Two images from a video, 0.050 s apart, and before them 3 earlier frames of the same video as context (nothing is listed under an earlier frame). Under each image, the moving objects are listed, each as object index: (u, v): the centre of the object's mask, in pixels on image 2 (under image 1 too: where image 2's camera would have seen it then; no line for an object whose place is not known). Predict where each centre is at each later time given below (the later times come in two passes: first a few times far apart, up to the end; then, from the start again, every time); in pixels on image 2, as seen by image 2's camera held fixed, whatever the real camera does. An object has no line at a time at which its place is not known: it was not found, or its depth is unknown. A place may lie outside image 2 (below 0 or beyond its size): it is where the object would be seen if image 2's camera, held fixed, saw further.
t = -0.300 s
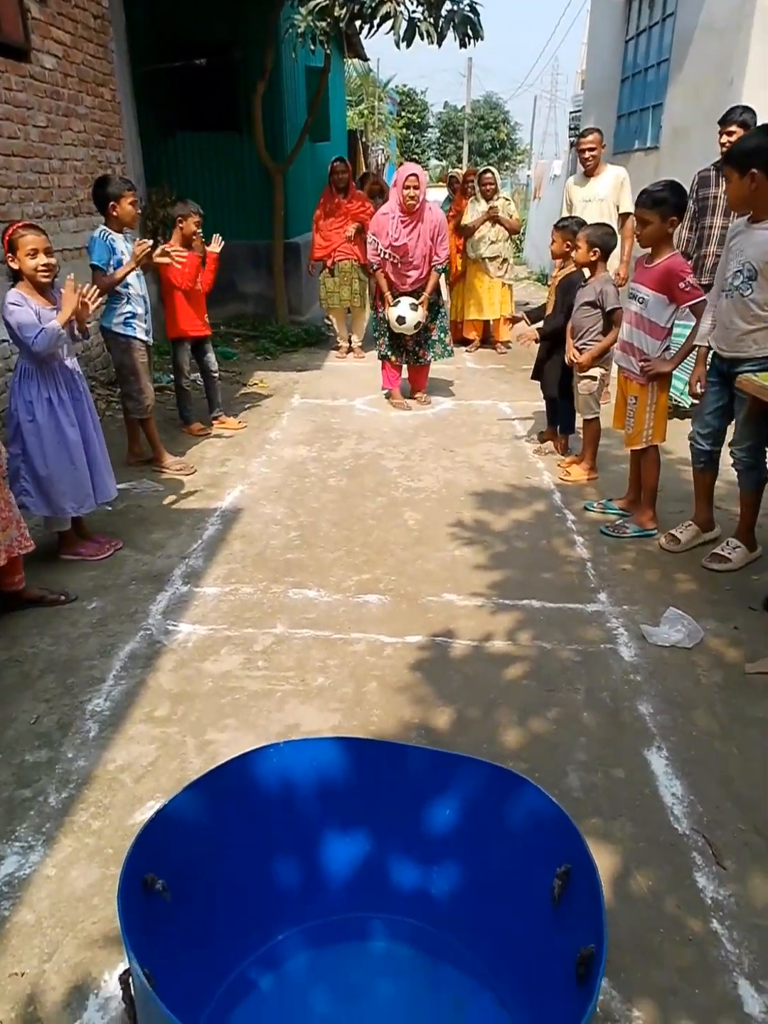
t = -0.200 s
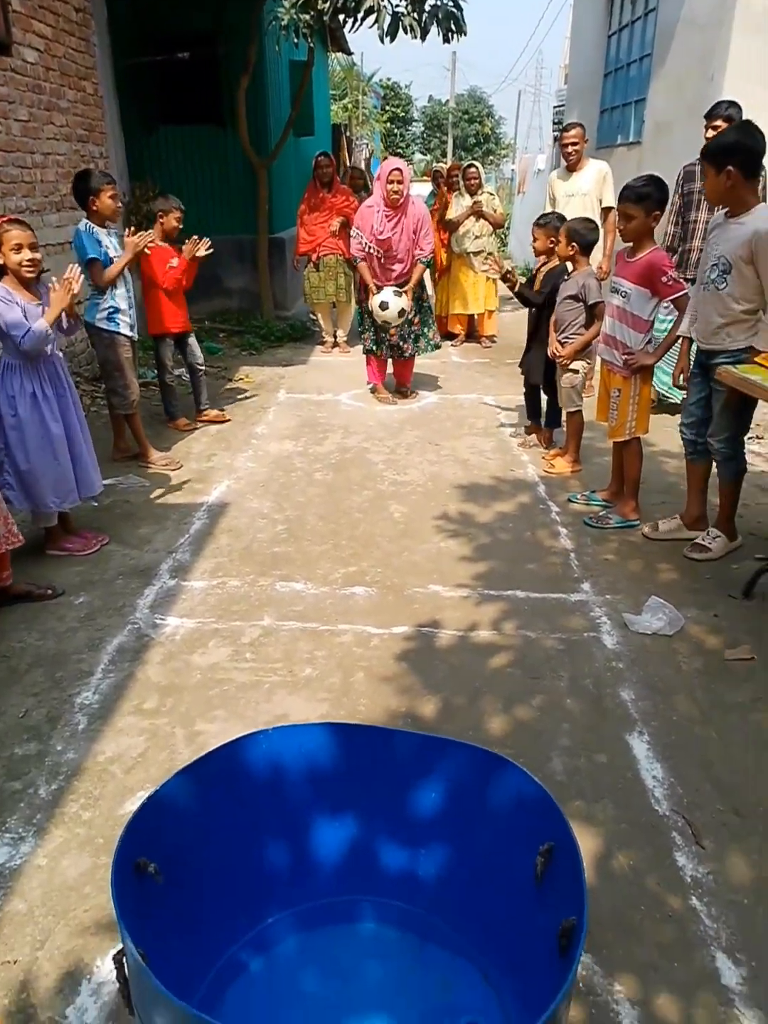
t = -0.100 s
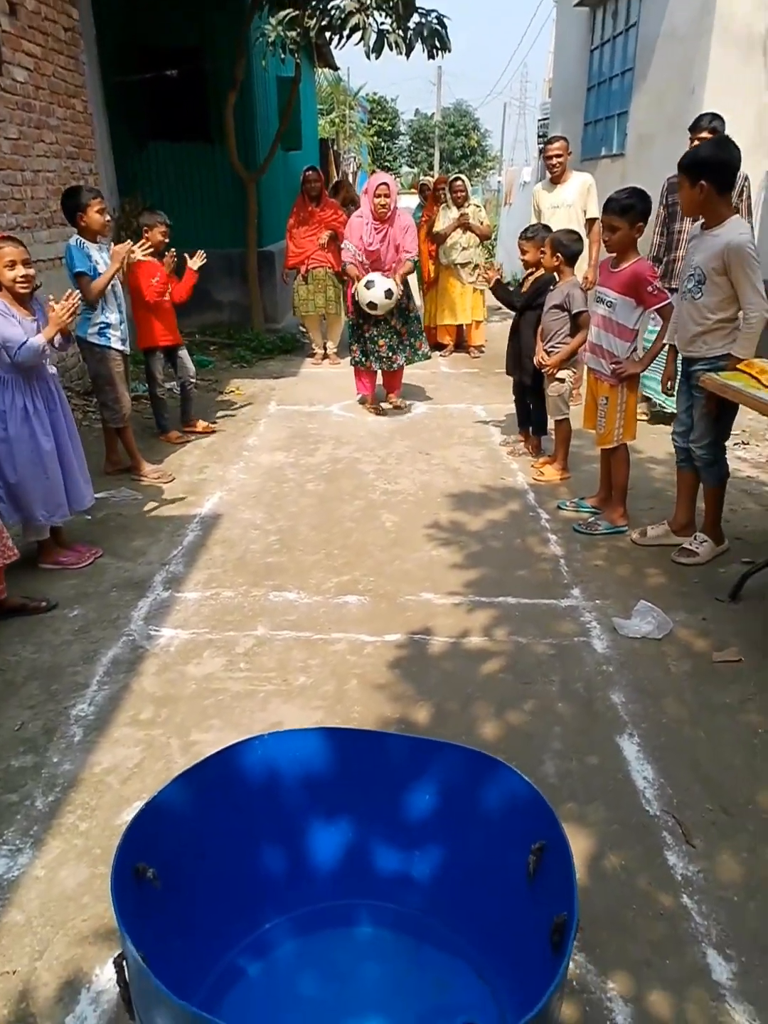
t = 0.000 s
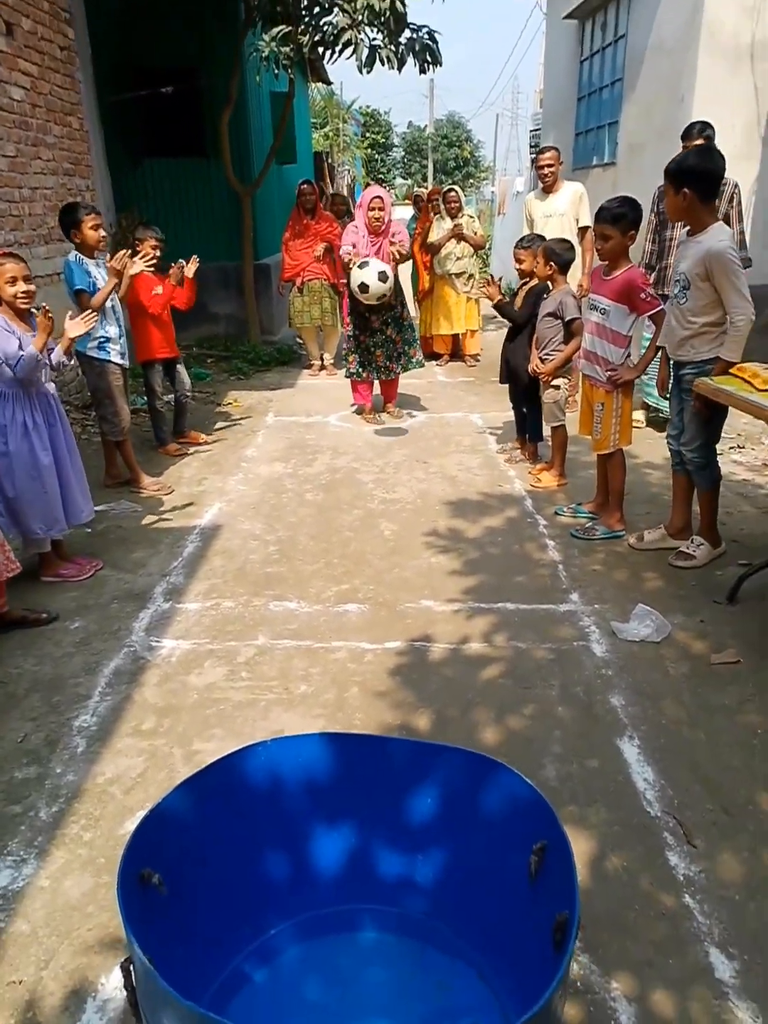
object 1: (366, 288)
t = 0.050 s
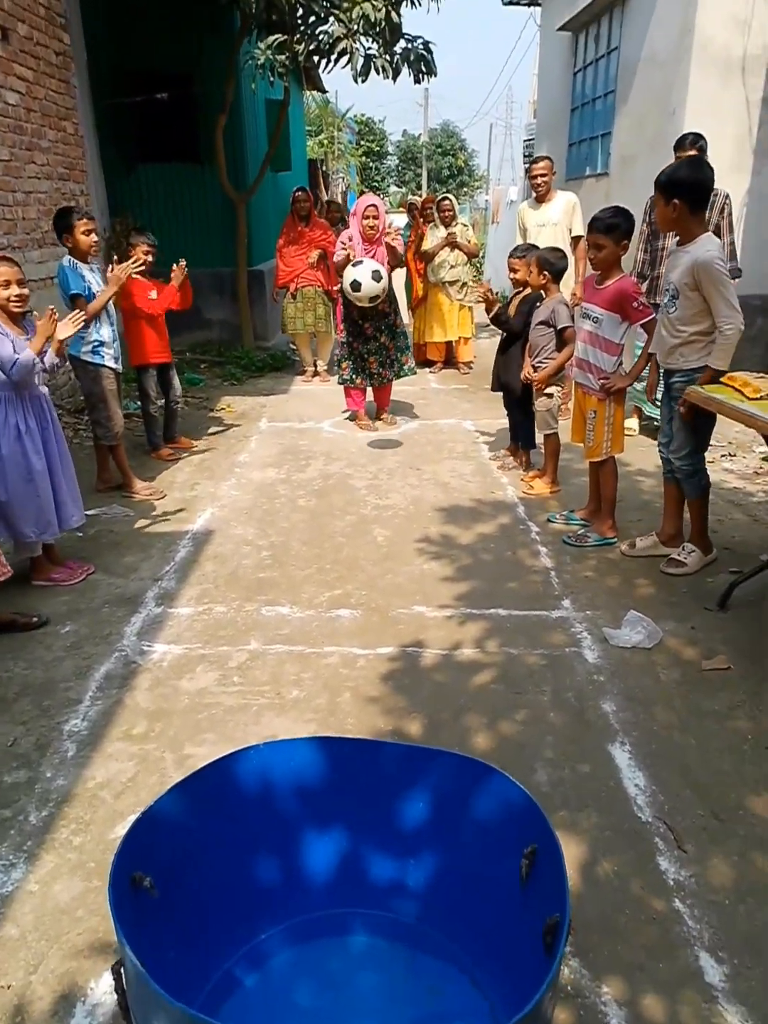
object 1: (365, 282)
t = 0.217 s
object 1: (364, 302)
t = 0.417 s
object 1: (366, 432)
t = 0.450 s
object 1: (367, 470)
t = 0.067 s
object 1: (365, 282)
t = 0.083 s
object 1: (365, 281)
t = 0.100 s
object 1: (364, 281)
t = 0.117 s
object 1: (364, 283)
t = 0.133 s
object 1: (364, 284)
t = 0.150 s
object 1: (364, 286)
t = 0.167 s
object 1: (364, 289)
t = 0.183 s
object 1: (364, 293)
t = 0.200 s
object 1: (364, 297)
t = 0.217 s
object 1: (364, 302)
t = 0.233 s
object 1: (365, 308)
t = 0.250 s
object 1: (365, 314)
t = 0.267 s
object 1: (365, 322)
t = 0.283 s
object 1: (364, 331)
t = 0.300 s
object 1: (365, 338)
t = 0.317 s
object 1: (365, 349)
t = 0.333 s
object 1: (365, 360)
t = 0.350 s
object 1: (365, 372)
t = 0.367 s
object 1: (365, 386)
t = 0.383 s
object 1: (366, 400)
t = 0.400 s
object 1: (366, 416)
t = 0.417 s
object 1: (366, 432)
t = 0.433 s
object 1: (367, 450)
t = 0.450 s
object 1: (367, 470)
